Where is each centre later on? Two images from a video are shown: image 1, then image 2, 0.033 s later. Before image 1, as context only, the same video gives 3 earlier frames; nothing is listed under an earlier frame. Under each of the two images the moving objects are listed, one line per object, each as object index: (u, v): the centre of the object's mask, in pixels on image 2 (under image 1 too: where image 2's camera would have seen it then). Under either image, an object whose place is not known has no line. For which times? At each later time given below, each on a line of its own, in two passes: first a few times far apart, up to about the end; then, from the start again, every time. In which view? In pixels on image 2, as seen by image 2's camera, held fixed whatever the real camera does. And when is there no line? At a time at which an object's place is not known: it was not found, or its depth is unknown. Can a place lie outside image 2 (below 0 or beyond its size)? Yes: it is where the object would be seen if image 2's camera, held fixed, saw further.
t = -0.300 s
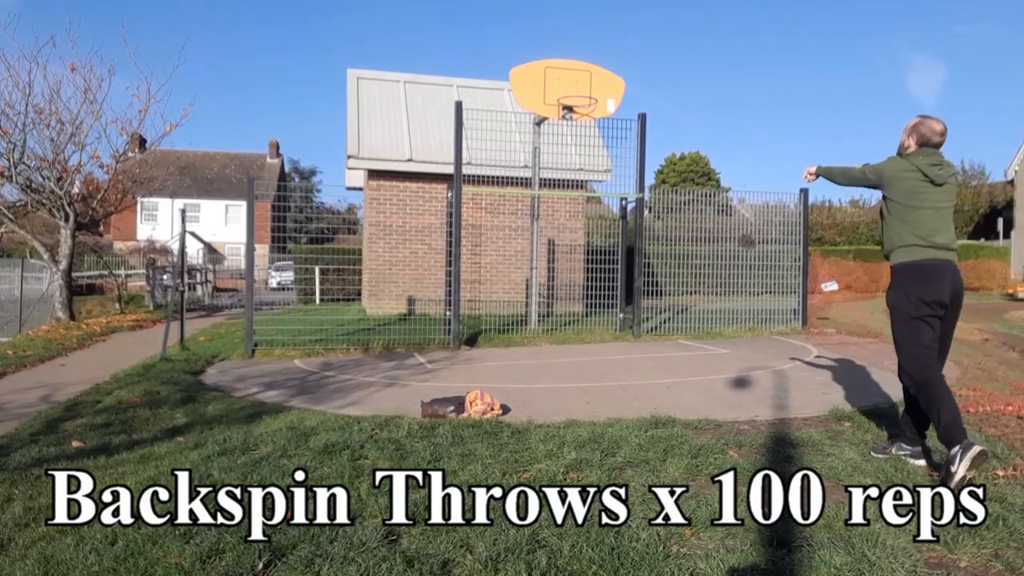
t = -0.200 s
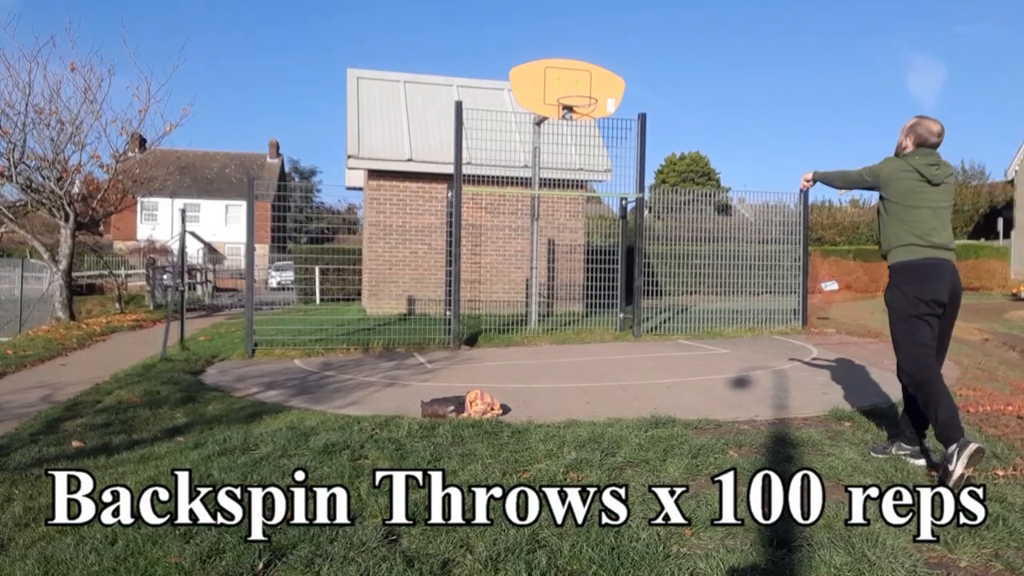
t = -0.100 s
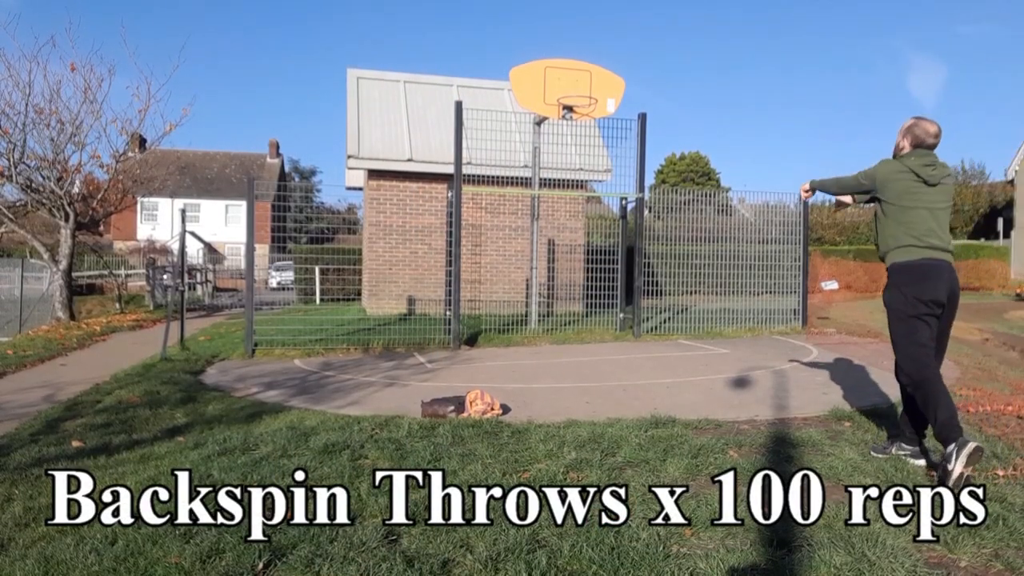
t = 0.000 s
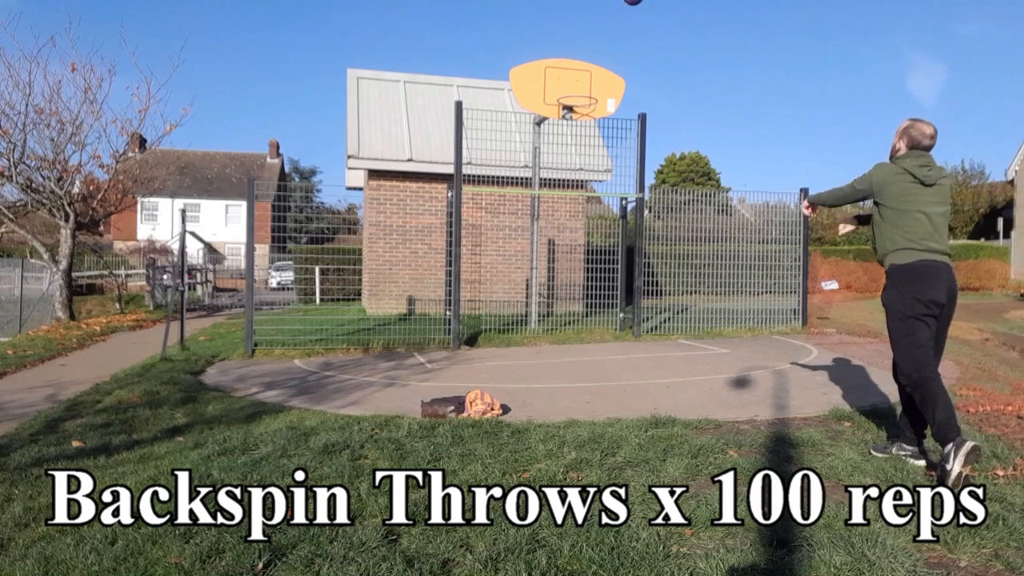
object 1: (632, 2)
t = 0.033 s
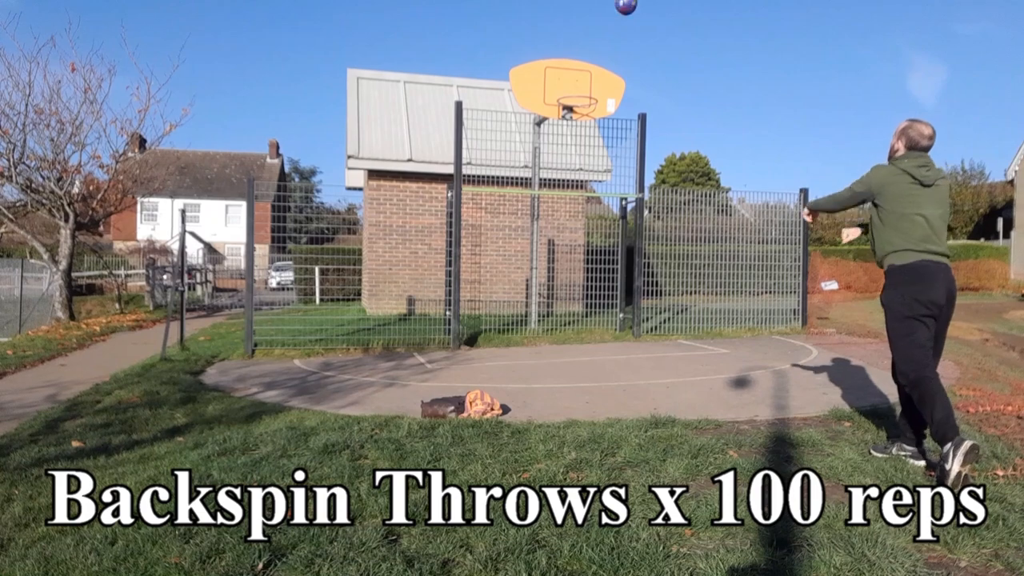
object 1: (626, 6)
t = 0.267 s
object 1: (584, 85)
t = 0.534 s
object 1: (574, 61)
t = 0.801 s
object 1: (575, 48)
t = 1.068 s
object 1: (574, 96)
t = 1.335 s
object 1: (573, 203)
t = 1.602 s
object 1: (569, 348)
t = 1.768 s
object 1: (559, 280)
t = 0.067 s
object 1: (619, 13)
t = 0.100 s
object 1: (613, 24)
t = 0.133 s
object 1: (607, 36)
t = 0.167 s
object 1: (601, 47)
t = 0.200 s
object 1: (595, 59)
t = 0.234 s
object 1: (589, 72)
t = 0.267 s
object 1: (584, 85)
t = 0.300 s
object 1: (580, 90)
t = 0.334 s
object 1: (576, 95)
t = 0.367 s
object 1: (573, 98)
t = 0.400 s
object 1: (573, 90)
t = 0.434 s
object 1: (573, 81)
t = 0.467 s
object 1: (574, 73)
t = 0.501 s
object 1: (574, 67)
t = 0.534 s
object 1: (574, 61)
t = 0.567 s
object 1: (574, 56)
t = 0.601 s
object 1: (574, 52)
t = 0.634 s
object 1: (574, 49)
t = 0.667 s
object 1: (575, 48)
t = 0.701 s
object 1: (575, 47)
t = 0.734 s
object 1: (575, 46)
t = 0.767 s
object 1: (575, 47)
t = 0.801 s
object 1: (575, 48)
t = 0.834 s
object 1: (575, 51)
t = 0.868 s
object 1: (575, 55)
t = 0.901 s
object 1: (575, 59)
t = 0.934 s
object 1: (575, 64)
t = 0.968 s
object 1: (575, 70)
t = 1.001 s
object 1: (575, 78)
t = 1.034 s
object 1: (574, 87)
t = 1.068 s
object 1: (574, 96)
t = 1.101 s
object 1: (574, 106)
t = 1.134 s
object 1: (574, 117)
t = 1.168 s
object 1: (574, 129)
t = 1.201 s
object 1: (573, 142)
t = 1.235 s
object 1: (573, 156)
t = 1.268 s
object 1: (573, 171)
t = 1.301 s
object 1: (573, 186)
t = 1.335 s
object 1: (573, 203)
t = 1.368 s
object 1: (572, 220)
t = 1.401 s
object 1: (572, 239)
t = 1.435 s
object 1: (571, 258)
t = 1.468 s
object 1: (571, 279)
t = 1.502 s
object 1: (571, 300)
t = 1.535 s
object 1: (571, 323)
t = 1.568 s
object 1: (571, 346)
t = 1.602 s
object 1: (569, 348)
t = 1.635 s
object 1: (568, 332)
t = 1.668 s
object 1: (566, 318)
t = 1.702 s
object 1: (564, 304)
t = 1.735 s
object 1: (562, 291)
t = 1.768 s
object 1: (559, 280)
